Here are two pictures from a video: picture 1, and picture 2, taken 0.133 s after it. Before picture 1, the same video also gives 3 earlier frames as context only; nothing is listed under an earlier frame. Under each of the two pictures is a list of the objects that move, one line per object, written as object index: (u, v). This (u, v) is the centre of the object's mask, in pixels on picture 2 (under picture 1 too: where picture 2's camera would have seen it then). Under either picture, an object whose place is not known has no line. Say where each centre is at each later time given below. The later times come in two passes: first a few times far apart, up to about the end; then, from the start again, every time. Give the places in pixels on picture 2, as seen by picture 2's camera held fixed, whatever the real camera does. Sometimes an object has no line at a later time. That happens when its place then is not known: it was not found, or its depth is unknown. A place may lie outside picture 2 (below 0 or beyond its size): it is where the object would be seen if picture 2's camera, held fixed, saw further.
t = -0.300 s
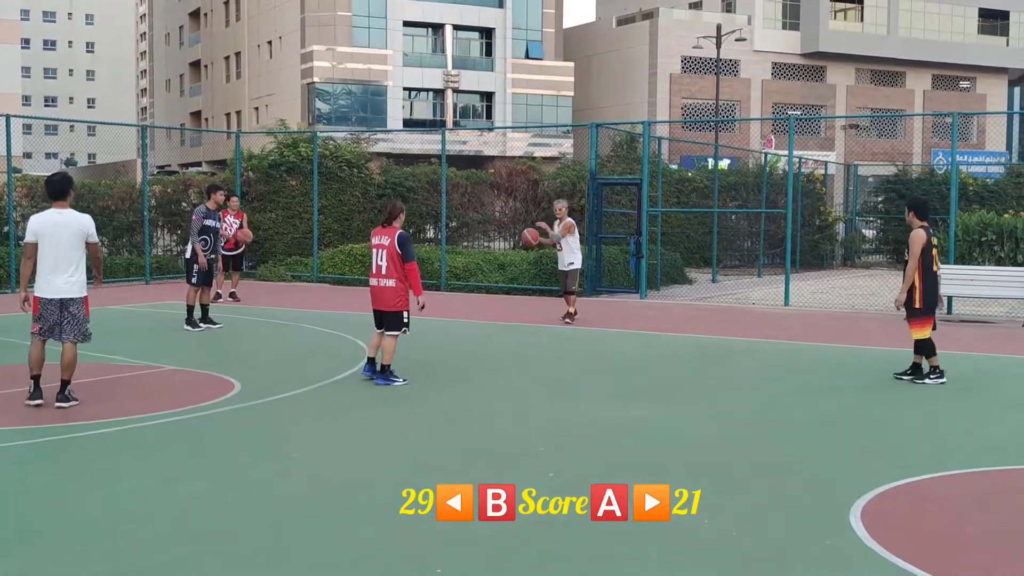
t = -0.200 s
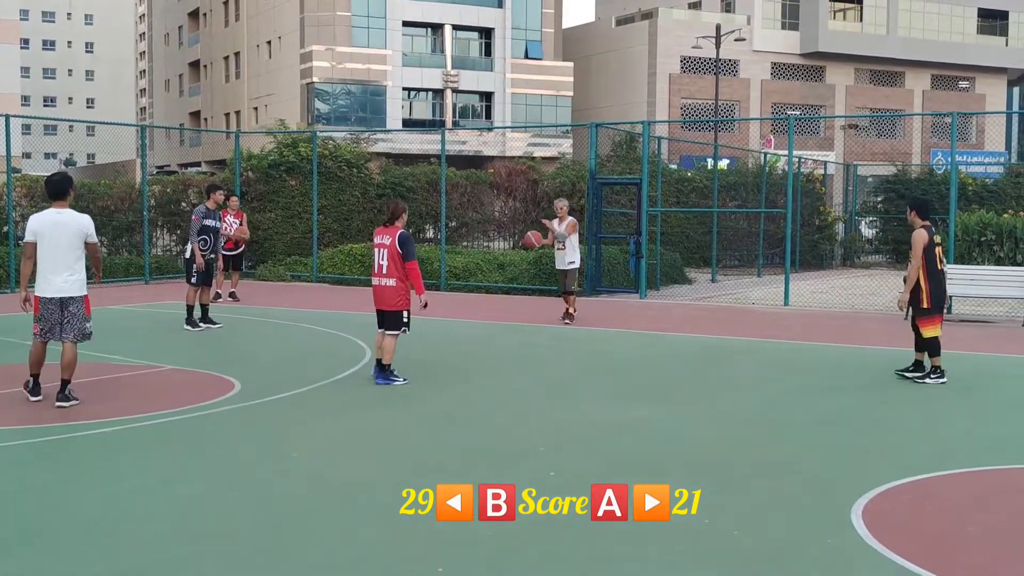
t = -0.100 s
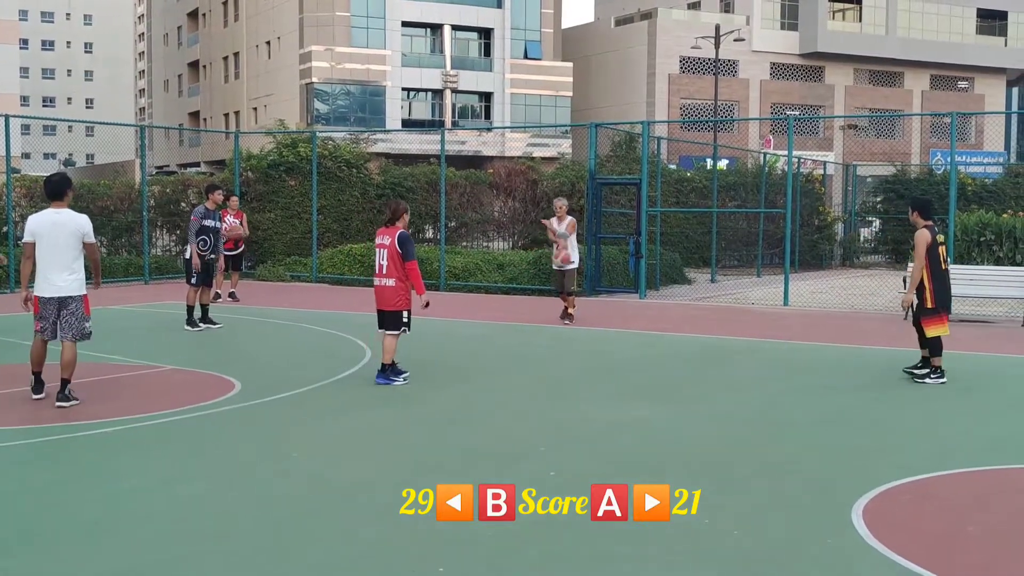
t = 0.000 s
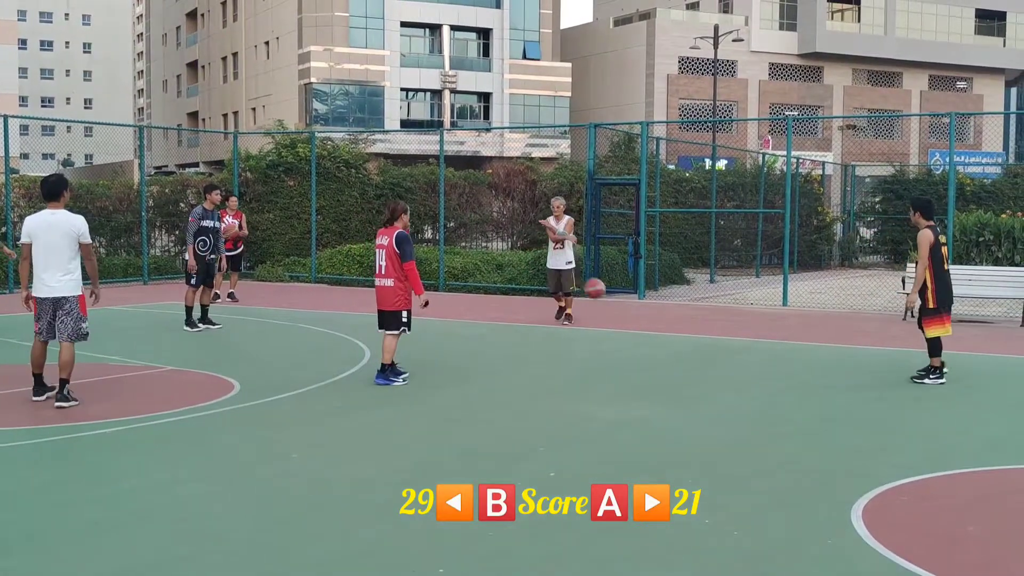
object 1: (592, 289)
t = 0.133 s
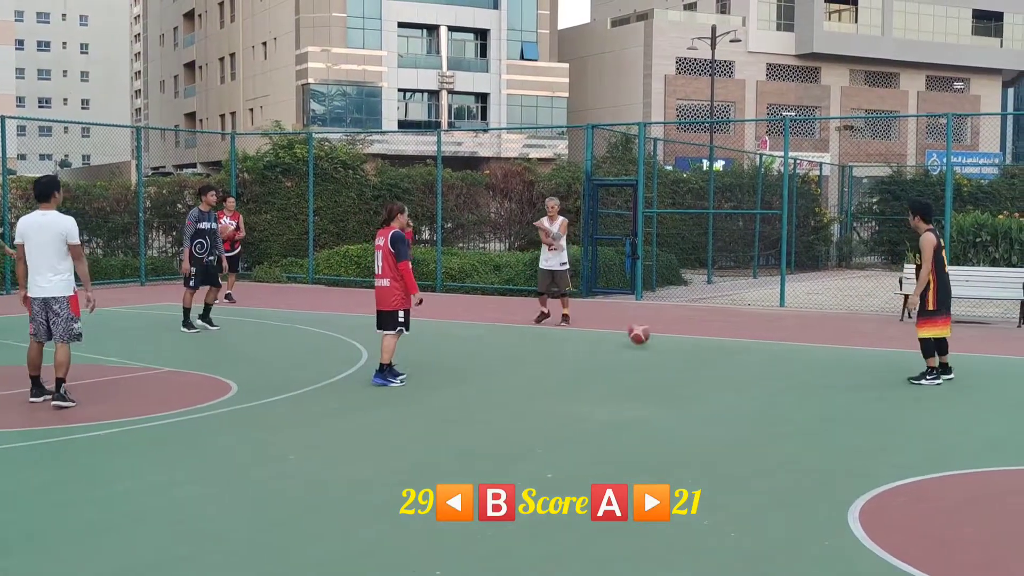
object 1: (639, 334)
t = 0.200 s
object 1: (655, 315)
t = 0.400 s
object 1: (704, 278)
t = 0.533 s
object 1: (740, 273)
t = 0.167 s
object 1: (646, 324)
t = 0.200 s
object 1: (655, 315)
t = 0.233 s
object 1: (661, 307)
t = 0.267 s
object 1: (669, 299)
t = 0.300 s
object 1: (678, 292)
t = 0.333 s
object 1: (686, 286)
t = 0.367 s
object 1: (695, 282)
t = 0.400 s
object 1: (704, 278)
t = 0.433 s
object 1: (713, 275)
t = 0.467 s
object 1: (722, 274)
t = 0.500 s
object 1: (731, 273)
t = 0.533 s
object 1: (740, 273)
